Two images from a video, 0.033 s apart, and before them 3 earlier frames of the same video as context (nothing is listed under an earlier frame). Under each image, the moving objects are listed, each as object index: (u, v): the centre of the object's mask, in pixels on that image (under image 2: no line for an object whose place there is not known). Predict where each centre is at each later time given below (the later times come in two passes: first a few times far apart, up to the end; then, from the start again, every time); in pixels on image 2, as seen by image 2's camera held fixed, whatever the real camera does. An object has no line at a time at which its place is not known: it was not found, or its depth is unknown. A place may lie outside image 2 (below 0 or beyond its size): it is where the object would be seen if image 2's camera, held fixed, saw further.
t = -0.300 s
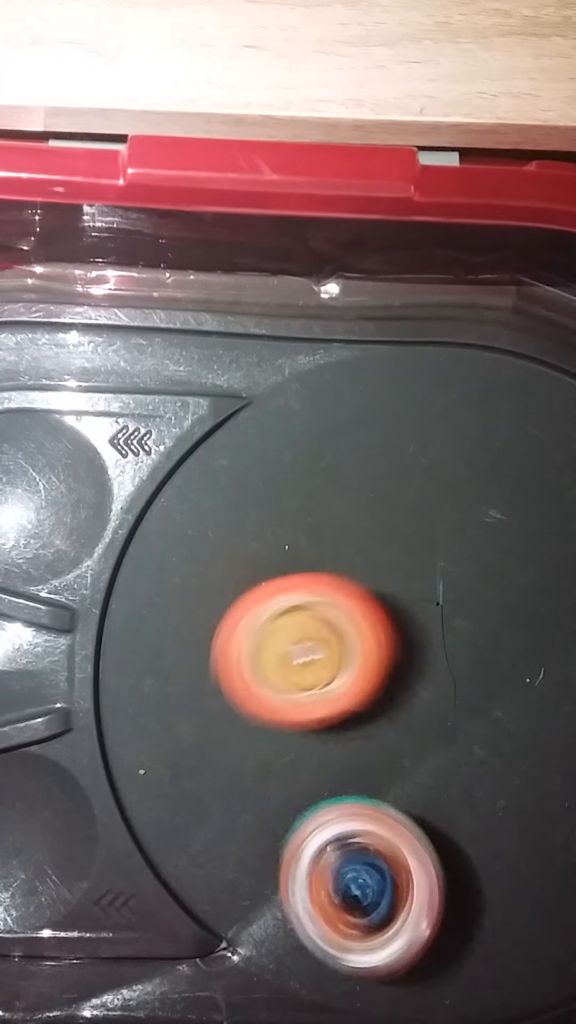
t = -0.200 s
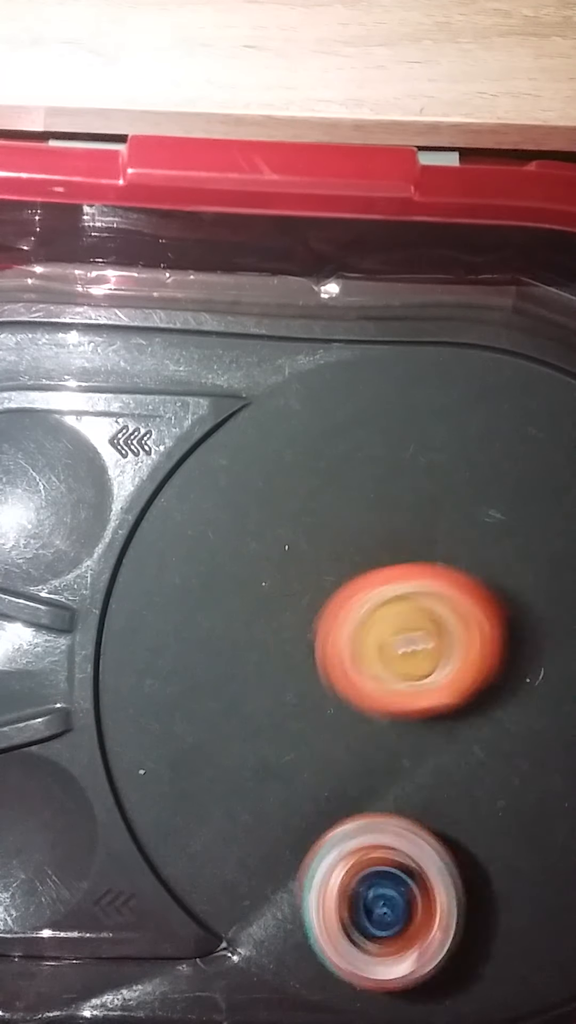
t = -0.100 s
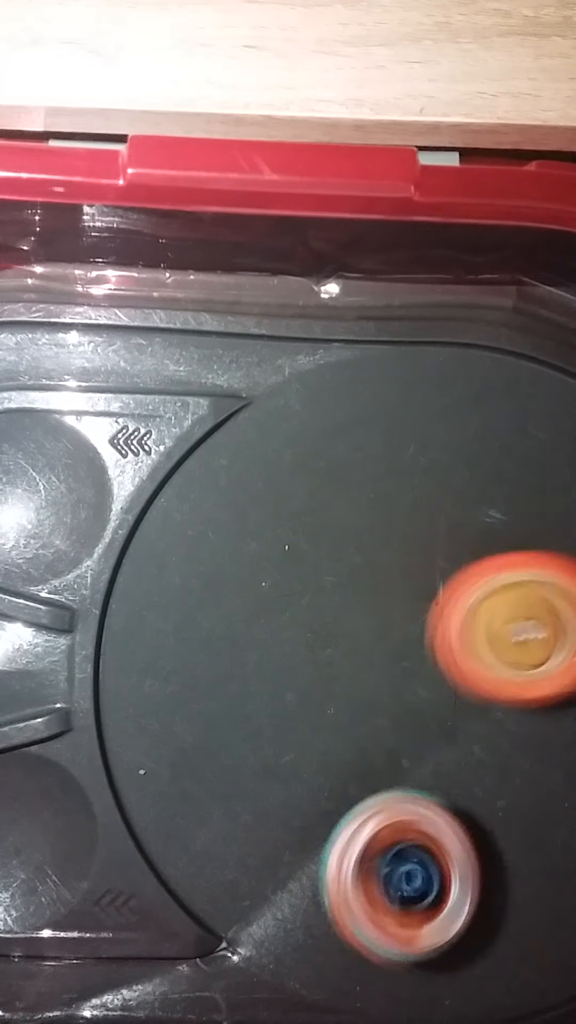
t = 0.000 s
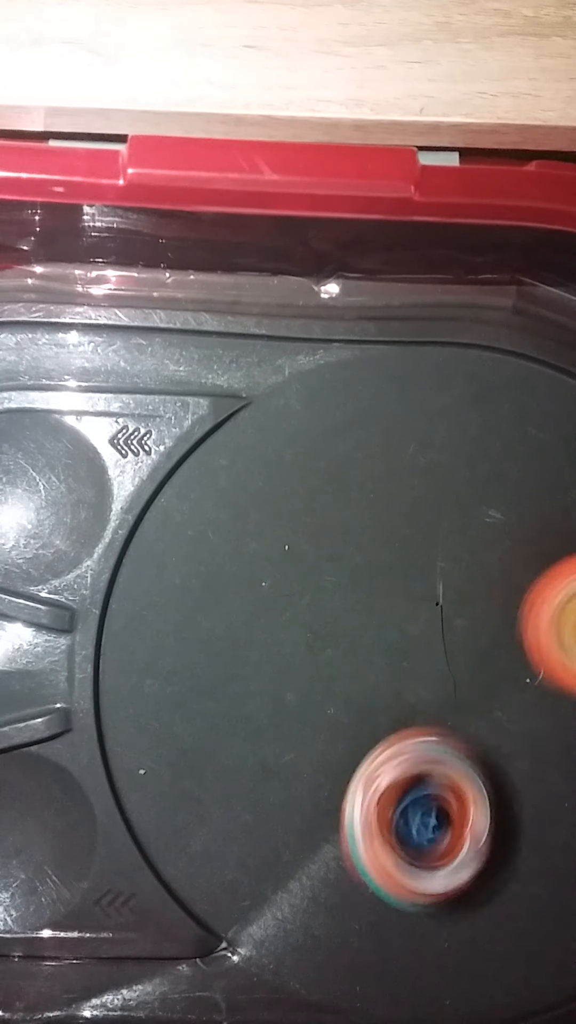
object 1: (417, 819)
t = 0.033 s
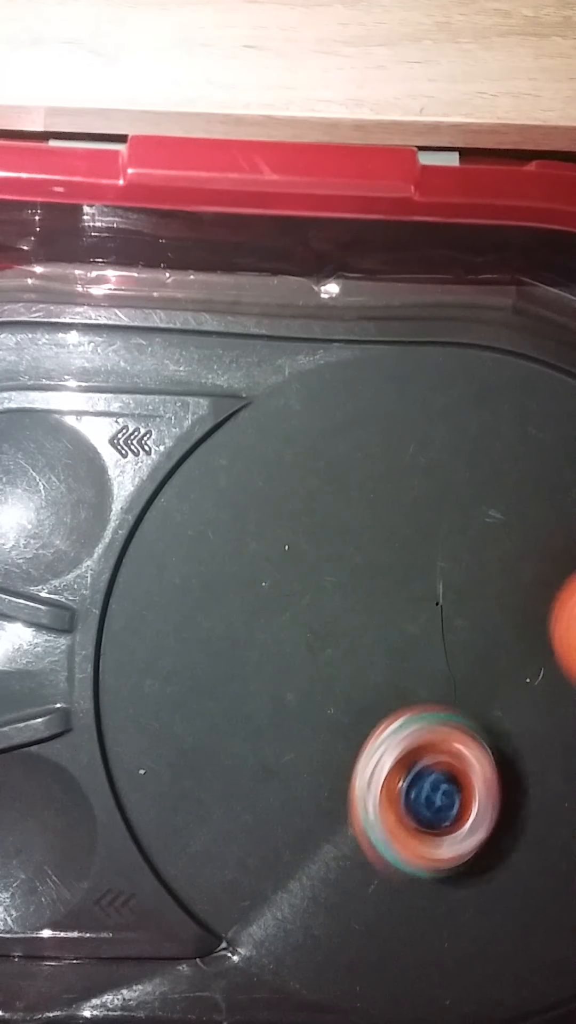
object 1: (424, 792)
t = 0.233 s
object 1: (458, 651)
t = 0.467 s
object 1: (505, 550)
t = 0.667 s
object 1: (443, 447)
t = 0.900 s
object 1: (349, 512)
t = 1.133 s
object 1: (284, 705)
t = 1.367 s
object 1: (404, 864)
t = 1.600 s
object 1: (441, 884)
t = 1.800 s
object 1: (466, 762)
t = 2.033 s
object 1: (441, 666)
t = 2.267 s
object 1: (428, 603)
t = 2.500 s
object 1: (438, 588)
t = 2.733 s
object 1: (473, 584)
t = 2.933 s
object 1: (449, 589)
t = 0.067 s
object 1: (429, 771)
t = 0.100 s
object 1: (433, 746)
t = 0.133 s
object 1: (440, 722)
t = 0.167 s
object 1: (445, 696)
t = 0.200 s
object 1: (451, 671)
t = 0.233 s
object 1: (458, 651)
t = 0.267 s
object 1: (466, 629)
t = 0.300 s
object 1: (478, 610)
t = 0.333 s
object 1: (486, 596)
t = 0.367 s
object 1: (489, 578)
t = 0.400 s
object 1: (498, 566)
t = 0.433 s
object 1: (503, 557)
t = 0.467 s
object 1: (505, 550)
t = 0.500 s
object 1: (500, 528)
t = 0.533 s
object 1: (496, 500)
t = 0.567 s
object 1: (482, 486)
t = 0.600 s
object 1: (464, 471)
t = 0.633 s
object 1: (450, 458)
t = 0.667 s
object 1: (443, 447)
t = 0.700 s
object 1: (432, 448)
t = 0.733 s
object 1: (414, 454)
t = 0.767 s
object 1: (398, 452)
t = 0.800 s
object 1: (391, 458)
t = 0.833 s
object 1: (382, 477)
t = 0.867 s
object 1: (365, 495)
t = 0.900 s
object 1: (349, 512)
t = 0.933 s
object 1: (341, 532)
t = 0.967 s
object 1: (330, 558)
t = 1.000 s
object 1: (320, 589)
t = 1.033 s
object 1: (306, 615)
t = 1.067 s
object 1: (295, 644)
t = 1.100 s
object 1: (291, 675)
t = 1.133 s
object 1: (284, 705)
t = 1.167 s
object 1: (283, 729)
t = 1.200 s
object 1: (292, 747)
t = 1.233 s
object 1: (318, 762)
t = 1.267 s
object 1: (359, 787)
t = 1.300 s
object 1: (381, 814)
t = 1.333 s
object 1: (397, 840)
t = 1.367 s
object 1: (404, 864)
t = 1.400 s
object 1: (405, 878)
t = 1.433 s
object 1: (407, 881)
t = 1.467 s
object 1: (416, 879)
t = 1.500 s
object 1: (426, 879)
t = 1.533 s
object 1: (437, 881)
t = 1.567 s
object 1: (443, 885)
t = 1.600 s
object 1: (441, 884)
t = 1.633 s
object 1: (439, 874)
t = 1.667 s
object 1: (437, 854)
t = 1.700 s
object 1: (440, 829)
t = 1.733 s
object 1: (449, 804)
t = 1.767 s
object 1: (459, 781)
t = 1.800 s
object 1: (466, 762)
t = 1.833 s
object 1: (462, 755)
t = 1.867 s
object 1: (456, 740)
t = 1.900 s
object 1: (454, 722)
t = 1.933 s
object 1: (456, 707)
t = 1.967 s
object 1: (449, 692)
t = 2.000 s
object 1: (445, 679)
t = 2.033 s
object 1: (441, 666)
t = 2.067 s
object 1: (437, 658)
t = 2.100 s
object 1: (433, 652)
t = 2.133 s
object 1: (430, 646)
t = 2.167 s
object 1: (427, 638)
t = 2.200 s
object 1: (425, 628)
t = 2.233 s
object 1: (424, 616)
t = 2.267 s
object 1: (428, 603)
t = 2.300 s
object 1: (434, 592)
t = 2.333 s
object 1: (443, 581)
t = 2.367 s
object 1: (451, 577)
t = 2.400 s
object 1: (453, 580)
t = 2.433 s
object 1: (450, 583)
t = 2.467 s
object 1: (447, 586)
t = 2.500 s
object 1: (438, 588)
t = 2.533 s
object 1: (447, 575)
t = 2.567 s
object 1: (454, 564)
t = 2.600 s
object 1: (460, 564)
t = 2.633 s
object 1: (465, 568)
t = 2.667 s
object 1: (469, 574)
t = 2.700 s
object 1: (472, 580)
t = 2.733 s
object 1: (473, 584)
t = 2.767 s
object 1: (471, 586)
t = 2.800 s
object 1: (467, 587)
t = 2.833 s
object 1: (464, 587)
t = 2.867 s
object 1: (459, 588)
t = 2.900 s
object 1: (454, 588)
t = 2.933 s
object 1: (449, 589)
